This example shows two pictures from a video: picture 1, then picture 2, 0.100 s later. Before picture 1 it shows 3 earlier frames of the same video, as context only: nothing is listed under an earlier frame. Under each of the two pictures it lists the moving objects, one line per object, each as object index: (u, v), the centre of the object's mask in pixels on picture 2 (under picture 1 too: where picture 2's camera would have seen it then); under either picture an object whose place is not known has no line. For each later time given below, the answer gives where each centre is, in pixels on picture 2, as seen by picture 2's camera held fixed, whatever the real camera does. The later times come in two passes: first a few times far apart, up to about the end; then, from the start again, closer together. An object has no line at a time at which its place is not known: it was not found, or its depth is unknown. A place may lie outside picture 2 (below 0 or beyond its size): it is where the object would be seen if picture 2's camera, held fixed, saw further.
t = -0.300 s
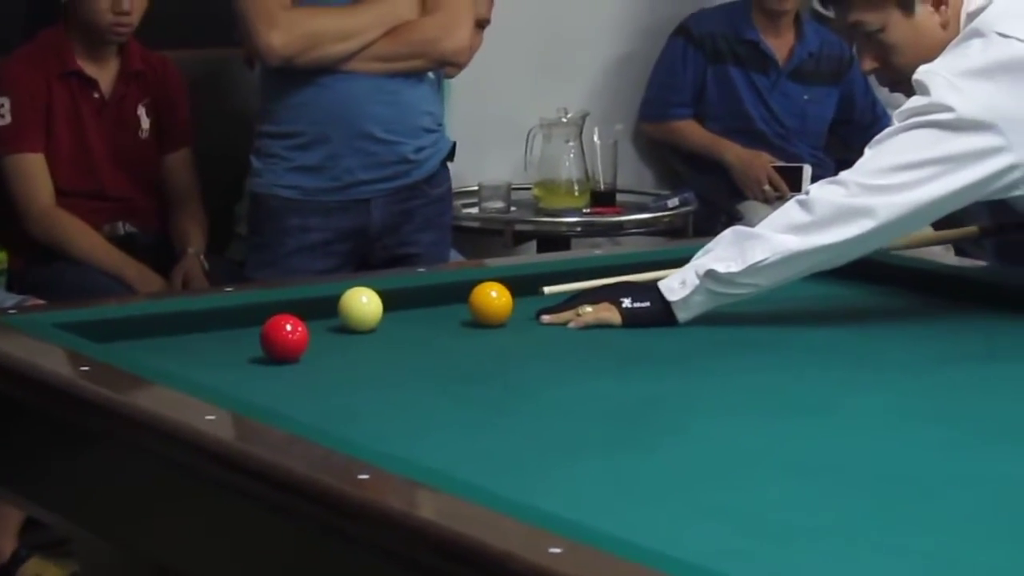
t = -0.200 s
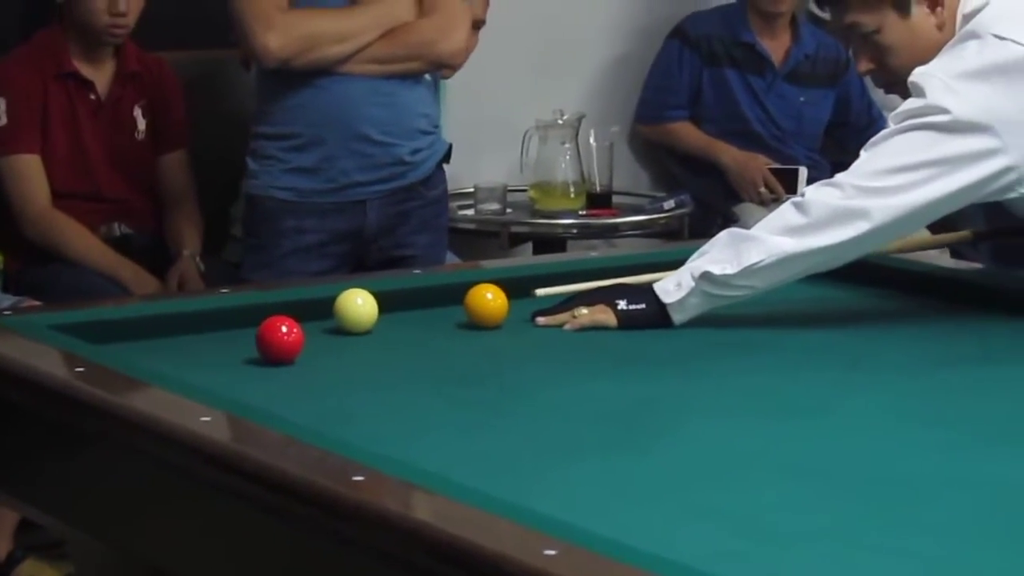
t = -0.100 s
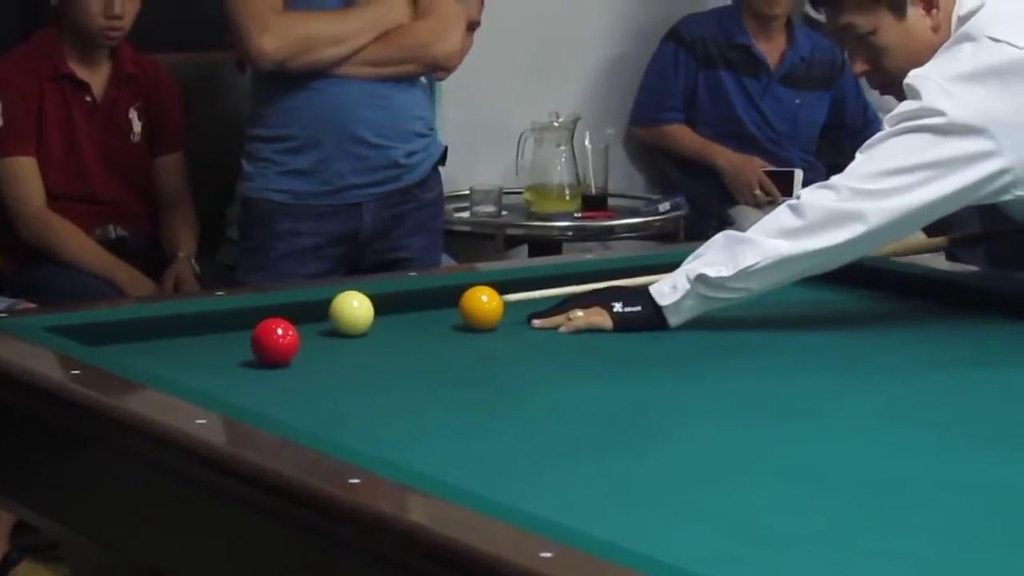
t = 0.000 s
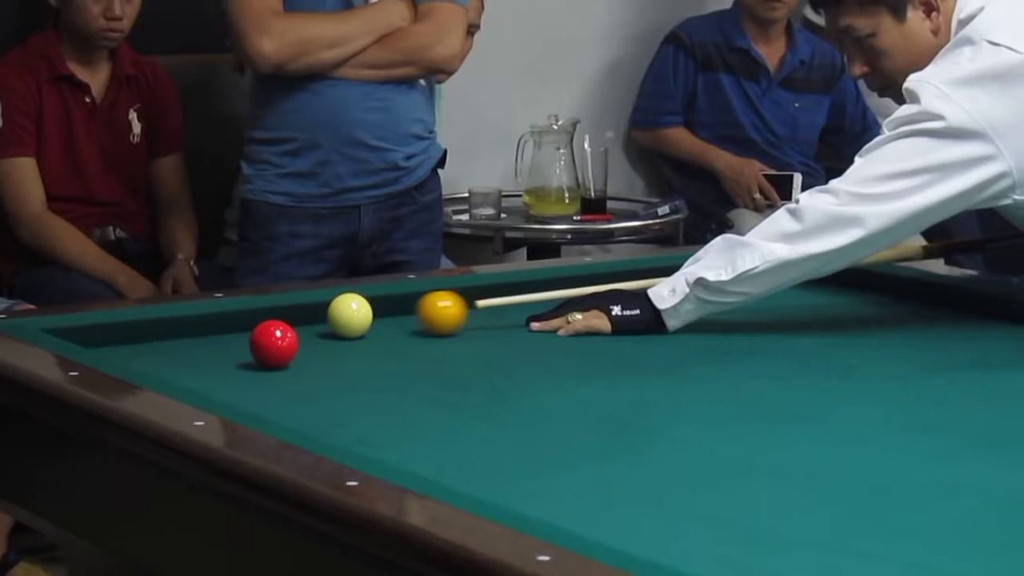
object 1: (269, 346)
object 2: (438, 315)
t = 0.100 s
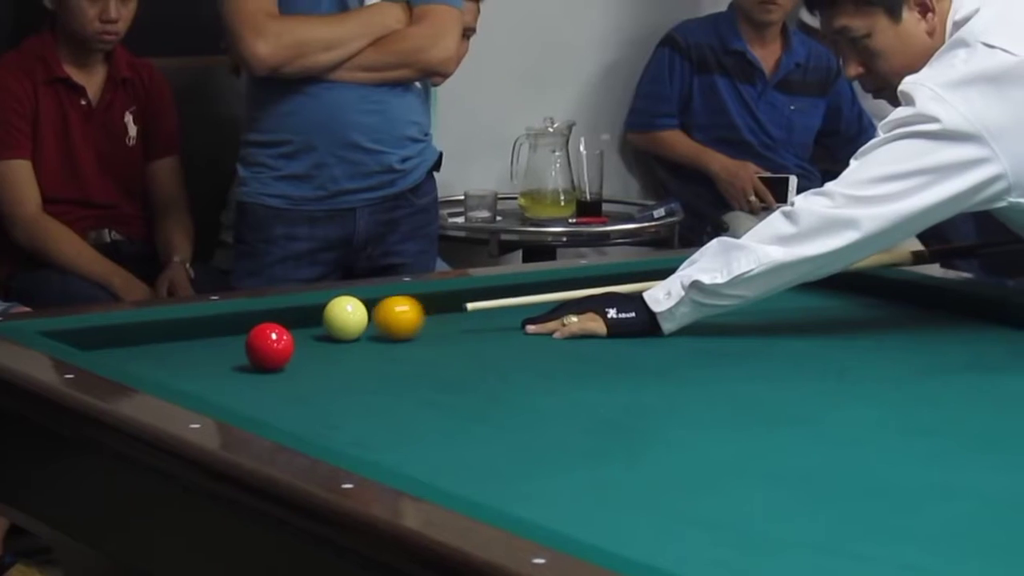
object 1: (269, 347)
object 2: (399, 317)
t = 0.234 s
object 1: (269, 346)
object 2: (383, 320)
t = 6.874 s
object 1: (220, 361)
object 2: (295, 336)
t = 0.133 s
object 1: (269, 347)
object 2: (391, 319)
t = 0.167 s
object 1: (269, 347)
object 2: (389, 319)
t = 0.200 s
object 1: (269, 347)
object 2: (386, 320)
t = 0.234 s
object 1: (269, 346)
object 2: (383, 320)
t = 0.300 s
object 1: (269, 347)
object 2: (377, 322)
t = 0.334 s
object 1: (269, 347)
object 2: (374, 323)
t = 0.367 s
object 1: (269, 347)
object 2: (371, 323)
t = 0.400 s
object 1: (270, 347)
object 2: (368, 324)
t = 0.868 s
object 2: (327, 332)
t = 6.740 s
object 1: (220, 360)
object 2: (294, 336)
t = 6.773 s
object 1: (220, 360)
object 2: (295, 335)
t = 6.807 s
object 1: (220, 360)
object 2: (295, 336)
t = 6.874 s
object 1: (220, 361)
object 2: (295, 336)
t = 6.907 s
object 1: (219, 361)
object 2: (294, 335)
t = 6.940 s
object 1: (219, 361)
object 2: (295, 336)
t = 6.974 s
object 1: (219, 361)
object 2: (295, 336)
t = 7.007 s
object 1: (220, 361)
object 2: (295, 336)
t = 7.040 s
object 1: (220, 361)
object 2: (295, 336)
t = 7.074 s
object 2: (296, 336)
